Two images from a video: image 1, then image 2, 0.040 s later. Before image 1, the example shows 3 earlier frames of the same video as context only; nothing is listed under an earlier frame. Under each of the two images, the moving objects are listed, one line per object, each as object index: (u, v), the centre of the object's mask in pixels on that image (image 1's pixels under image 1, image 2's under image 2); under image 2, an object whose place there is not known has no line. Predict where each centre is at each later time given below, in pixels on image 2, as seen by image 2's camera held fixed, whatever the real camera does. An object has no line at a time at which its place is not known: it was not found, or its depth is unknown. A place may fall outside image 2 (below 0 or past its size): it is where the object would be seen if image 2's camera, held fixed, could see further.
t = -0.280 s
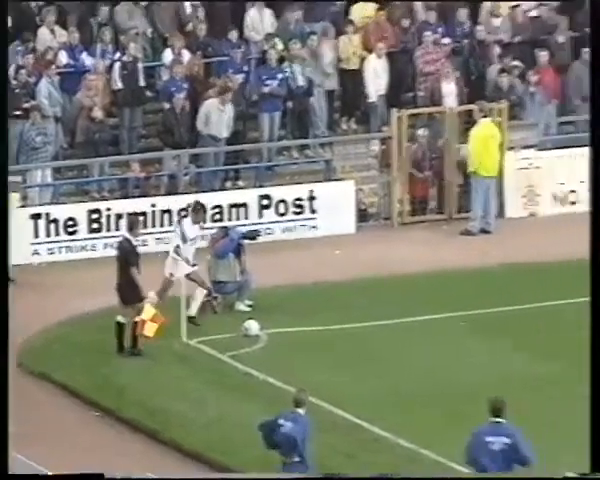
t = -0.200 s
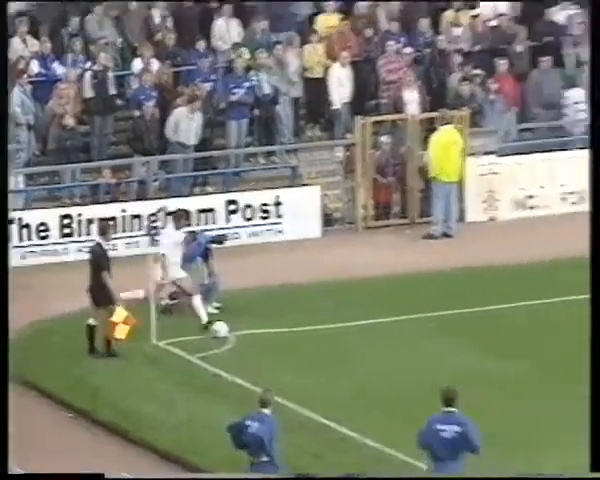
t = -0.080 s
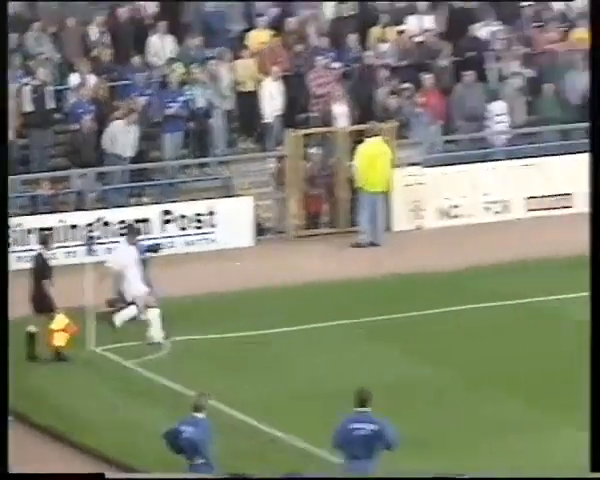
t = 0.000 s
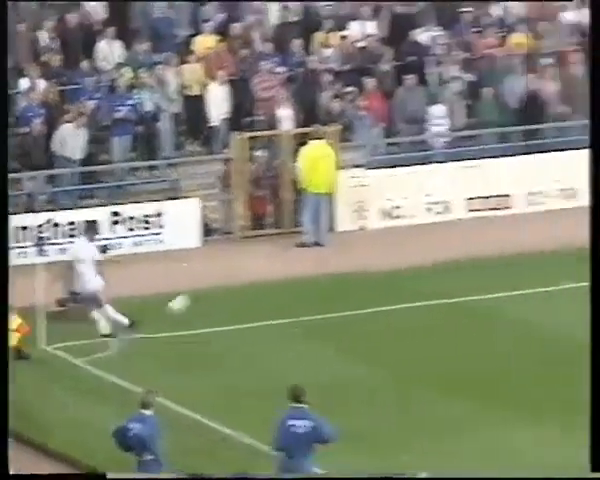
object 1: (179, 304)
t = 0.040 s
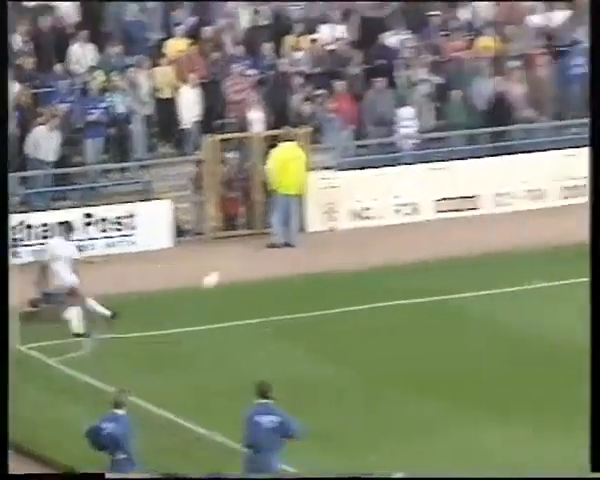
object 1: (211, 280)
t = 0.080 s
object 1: (271, 256)
